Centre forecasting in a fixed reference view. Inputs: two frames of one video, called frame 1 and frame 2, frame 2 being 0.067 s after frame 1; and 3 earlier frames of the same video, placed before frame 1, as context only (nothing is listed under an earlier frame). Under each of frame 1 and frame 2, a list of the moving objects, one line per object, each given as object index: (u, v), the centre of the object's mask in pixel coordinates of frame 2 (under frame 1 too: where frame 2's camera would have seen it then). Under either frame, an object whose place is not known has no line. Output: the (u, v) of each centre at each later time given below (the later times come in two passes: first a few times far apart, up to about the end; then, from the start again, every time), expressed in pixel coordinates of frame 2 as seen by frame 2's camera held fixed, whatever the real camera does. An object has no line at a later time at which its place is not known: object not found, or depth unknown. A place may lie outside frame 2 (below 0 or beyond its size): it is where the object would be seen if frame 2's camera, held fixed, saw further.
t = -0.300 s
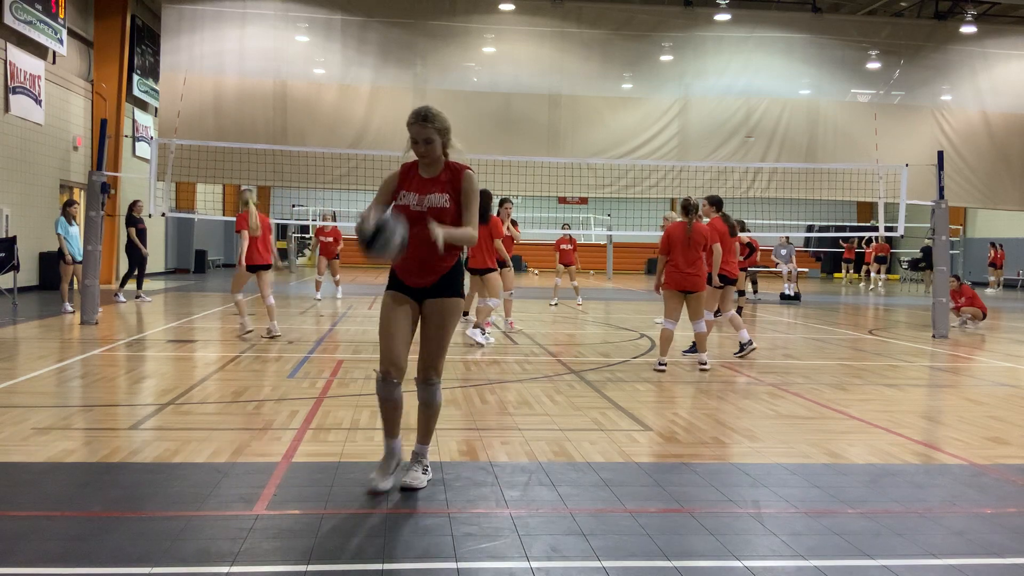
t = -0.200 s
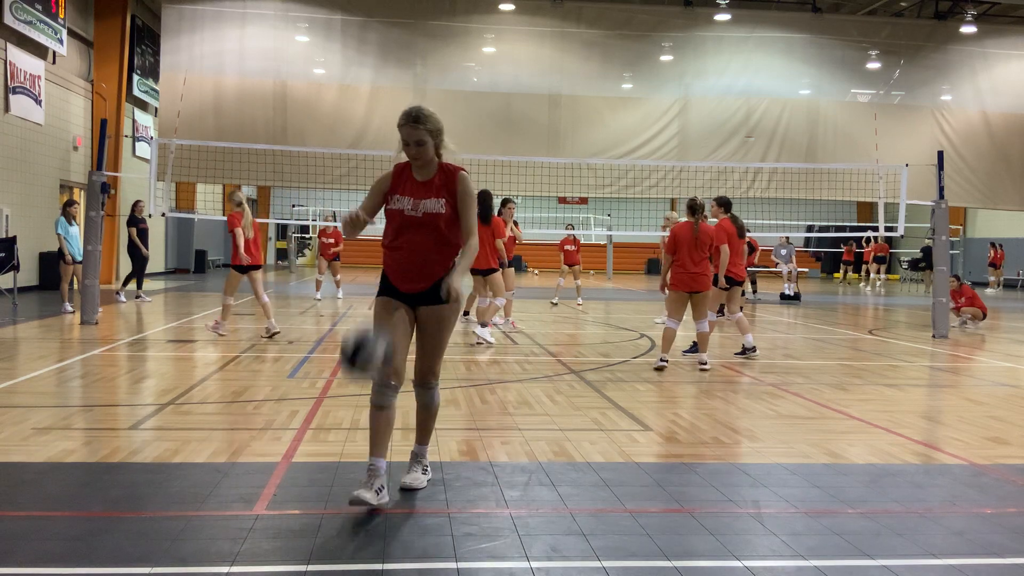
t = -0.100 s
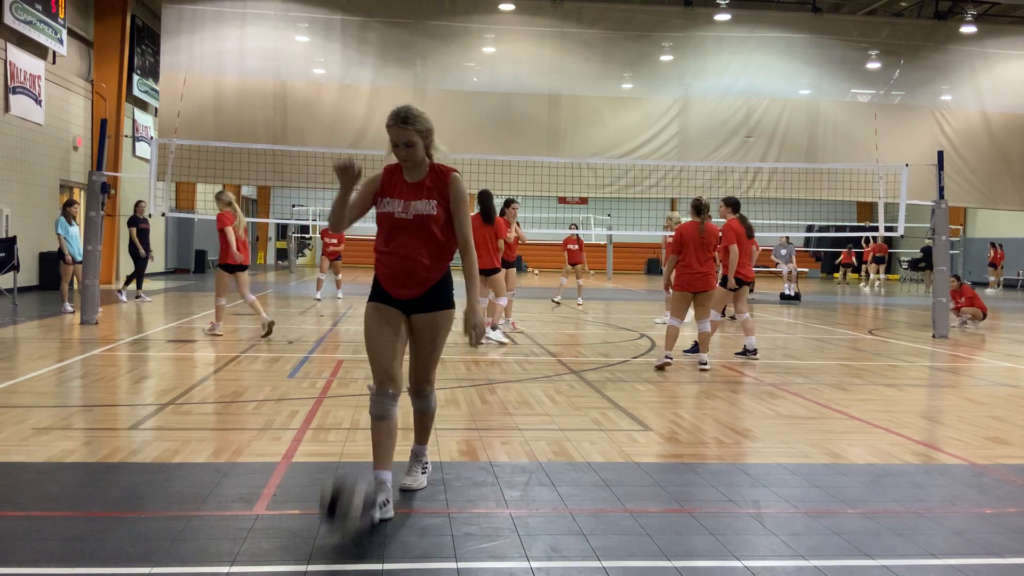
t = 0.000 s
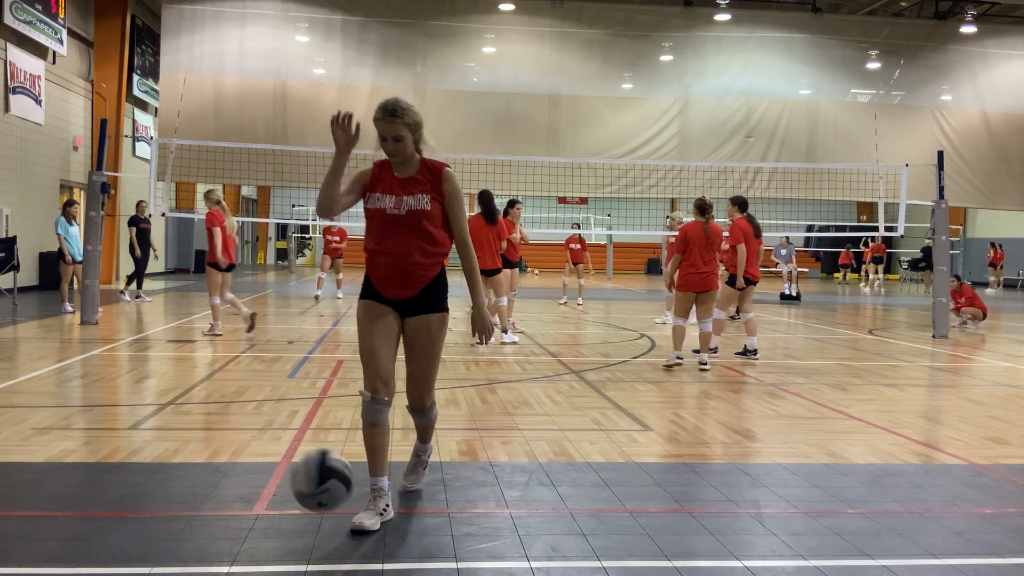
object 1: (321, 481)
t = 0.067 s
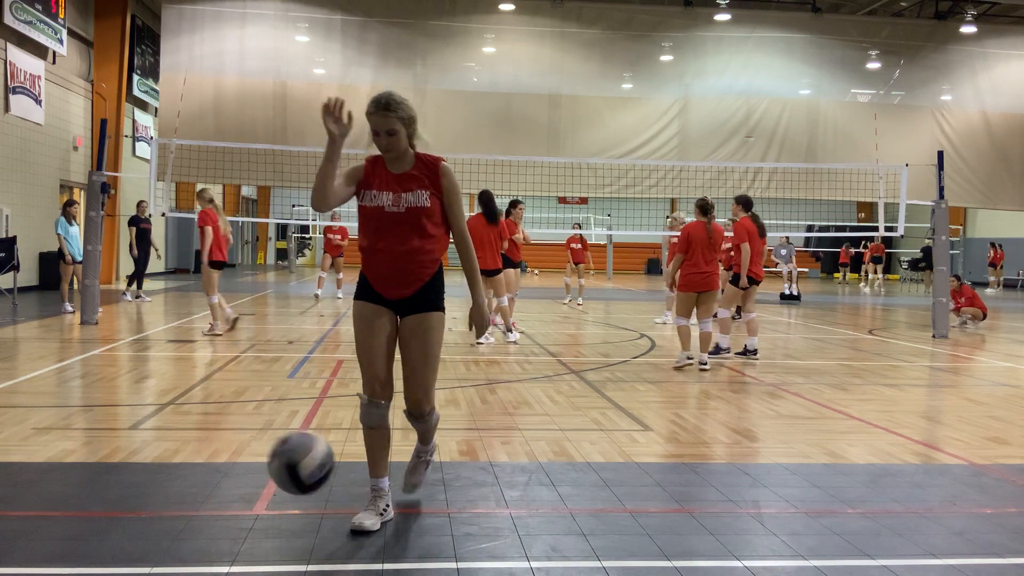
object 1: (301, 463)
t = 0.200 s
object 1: (253, 462)
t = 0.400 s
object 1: (160, 561)
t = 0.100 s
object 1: (291, 458)
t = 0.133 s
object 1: (279, 457)
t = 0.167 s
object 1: (266, 457)
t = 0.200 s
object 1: (253, 462)
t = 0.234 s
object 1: (239, 471)
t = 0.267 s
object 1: (223, 485)
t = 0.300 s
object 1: (210, 502)
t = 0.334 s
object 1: (193, 525)
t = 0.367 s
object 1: (178, 546)
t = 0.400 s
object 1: (160, 561)
